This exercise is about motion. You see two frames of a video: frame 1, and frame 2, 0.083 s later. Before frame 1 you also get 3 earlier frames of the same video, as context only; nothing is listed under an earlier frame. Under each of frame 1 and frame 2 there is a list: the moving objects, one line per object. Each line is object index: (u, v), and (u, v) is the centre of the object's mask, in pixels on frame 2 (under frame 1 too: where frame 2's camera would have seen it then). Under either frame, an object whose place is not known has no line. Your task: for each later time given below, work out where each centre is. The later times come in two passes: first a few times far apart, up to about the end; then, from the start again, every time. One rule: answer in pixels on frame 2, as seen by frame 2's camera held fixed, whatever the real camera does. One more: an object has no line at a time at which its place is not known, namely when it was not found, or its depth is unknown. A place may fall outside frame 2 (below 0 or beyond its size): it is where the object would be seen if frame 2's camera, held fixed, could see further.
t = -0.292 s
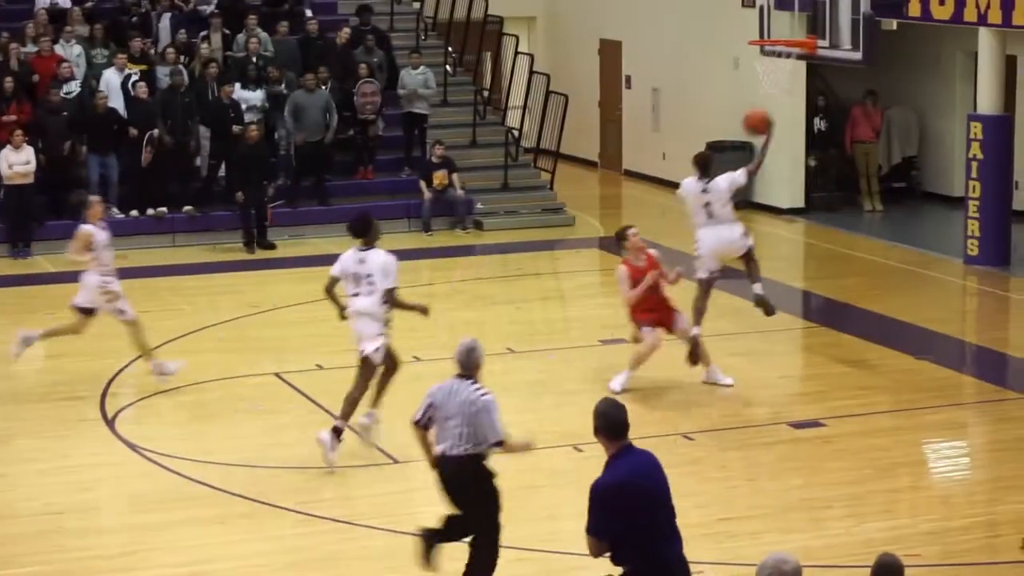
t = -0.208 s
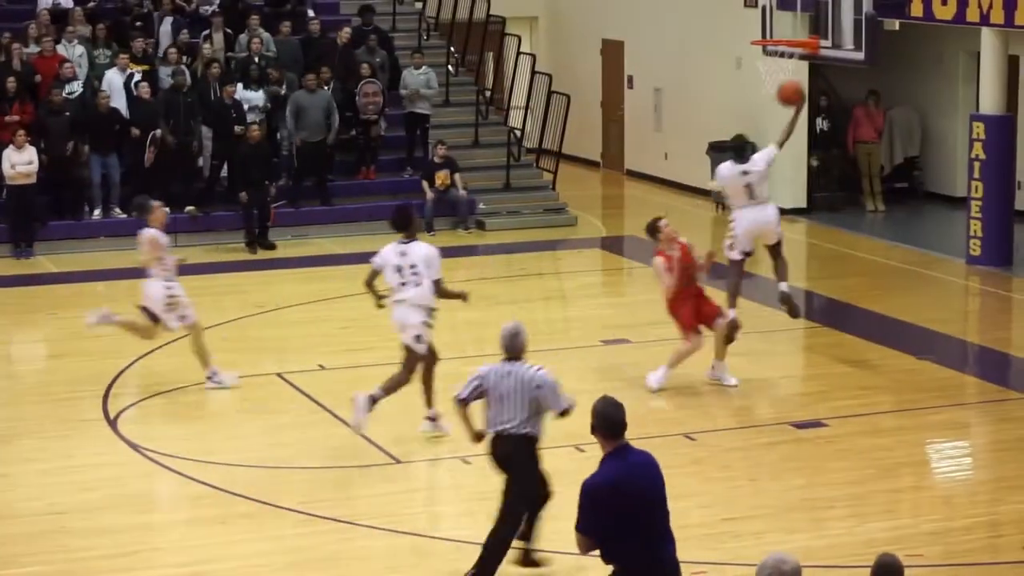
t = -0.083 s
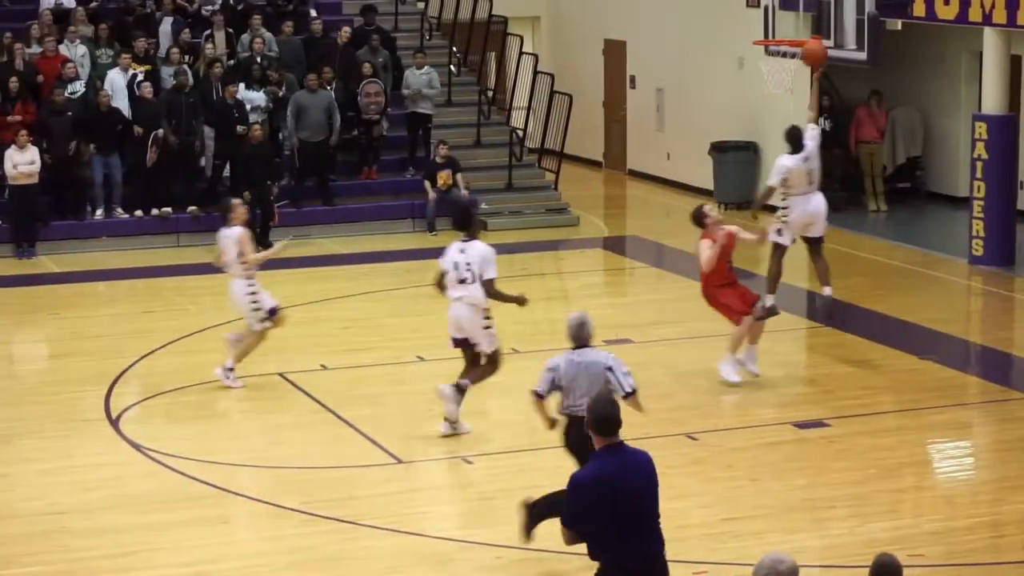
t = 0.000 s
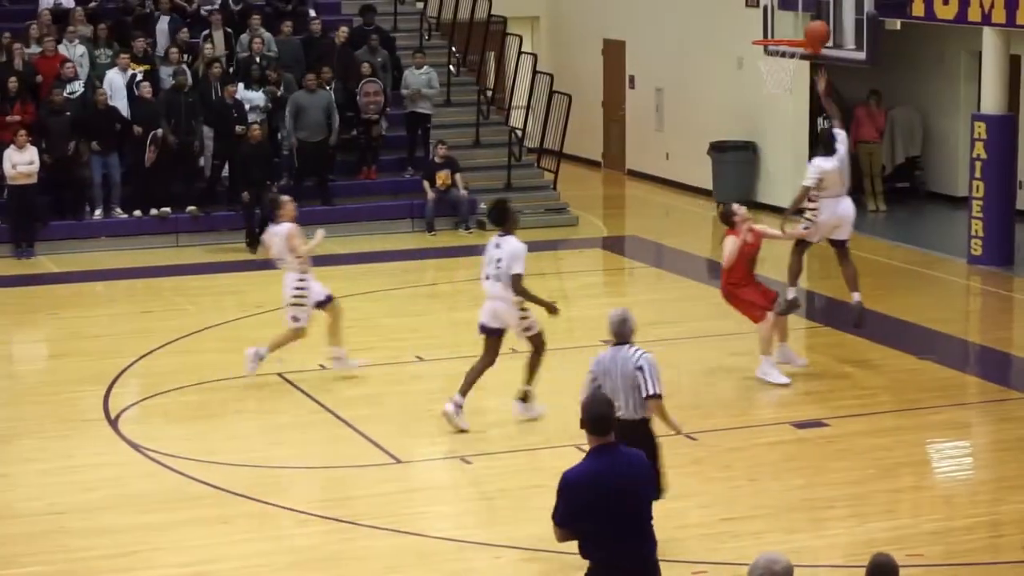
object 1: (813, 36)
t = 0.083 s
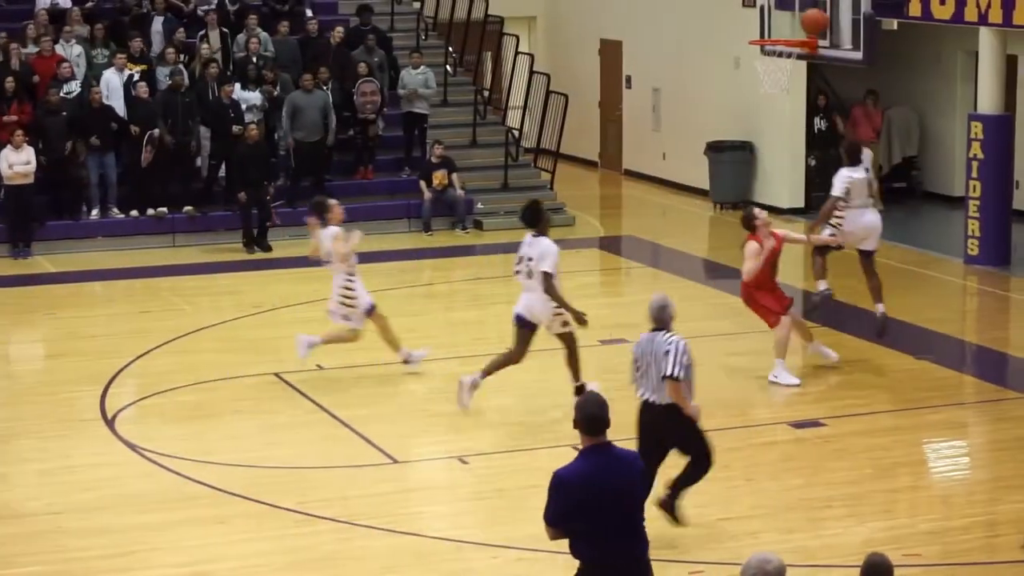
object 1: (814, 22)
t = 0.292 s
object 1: (770, 22)
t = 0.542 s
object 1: (782, 29)
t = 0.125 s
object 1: (805, 18)
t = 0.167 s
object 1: (797, 16)
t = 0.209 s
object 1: (787, 16)
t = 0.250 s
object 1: (779, 18)
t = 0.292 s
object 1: (770, 22)
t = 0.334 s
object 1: (761, 29)
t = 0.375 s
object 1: (759, 30)
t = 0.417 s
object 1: (765, 28)
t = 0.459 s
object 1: (771, 26)
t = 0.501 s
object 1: (777, 27)
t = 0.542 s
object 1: (782, 29)
